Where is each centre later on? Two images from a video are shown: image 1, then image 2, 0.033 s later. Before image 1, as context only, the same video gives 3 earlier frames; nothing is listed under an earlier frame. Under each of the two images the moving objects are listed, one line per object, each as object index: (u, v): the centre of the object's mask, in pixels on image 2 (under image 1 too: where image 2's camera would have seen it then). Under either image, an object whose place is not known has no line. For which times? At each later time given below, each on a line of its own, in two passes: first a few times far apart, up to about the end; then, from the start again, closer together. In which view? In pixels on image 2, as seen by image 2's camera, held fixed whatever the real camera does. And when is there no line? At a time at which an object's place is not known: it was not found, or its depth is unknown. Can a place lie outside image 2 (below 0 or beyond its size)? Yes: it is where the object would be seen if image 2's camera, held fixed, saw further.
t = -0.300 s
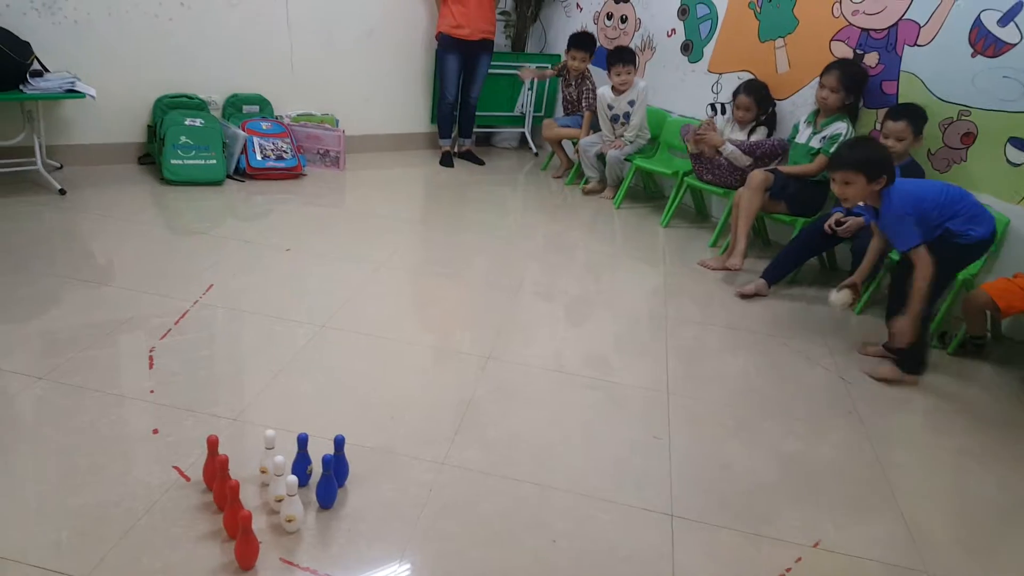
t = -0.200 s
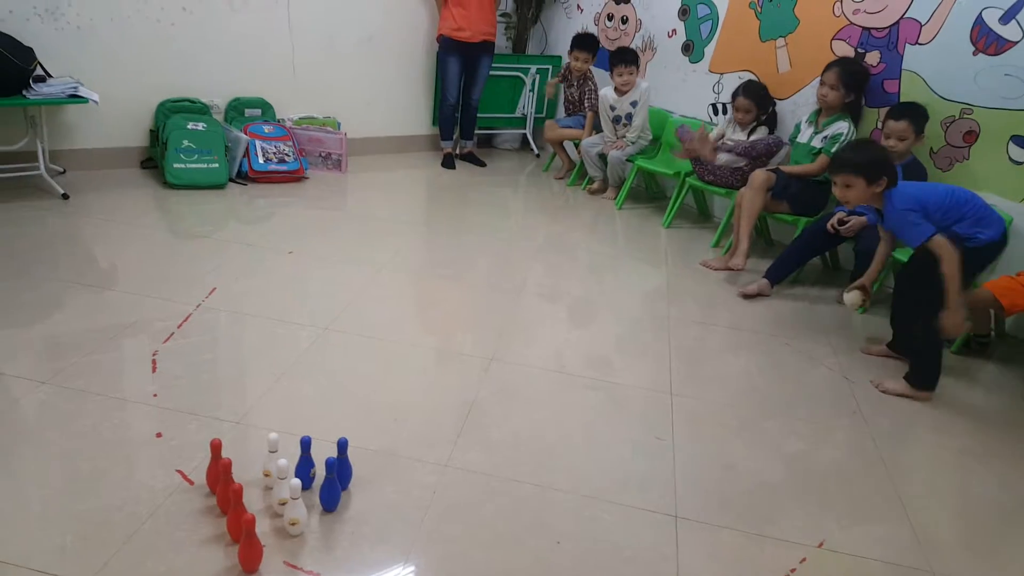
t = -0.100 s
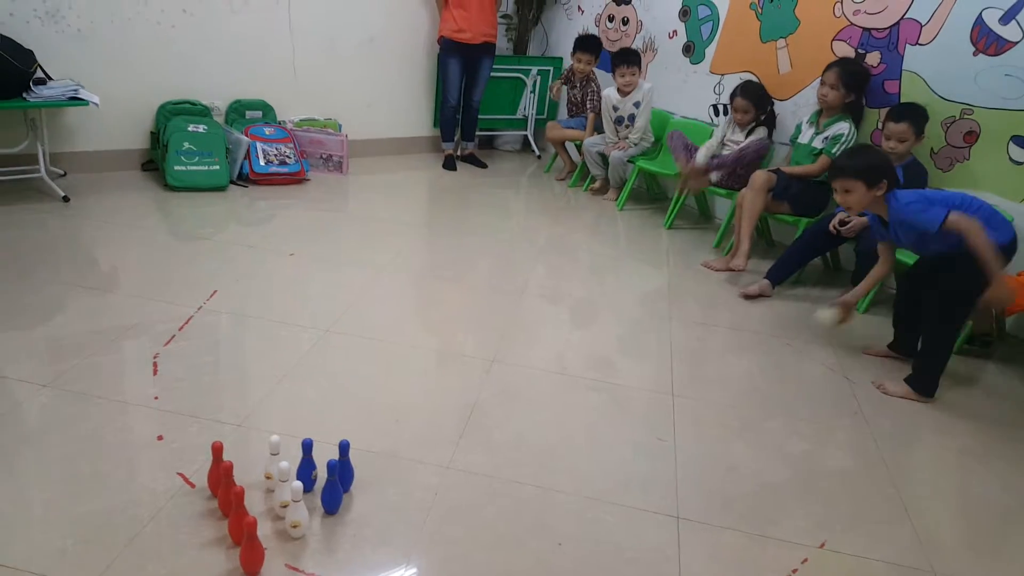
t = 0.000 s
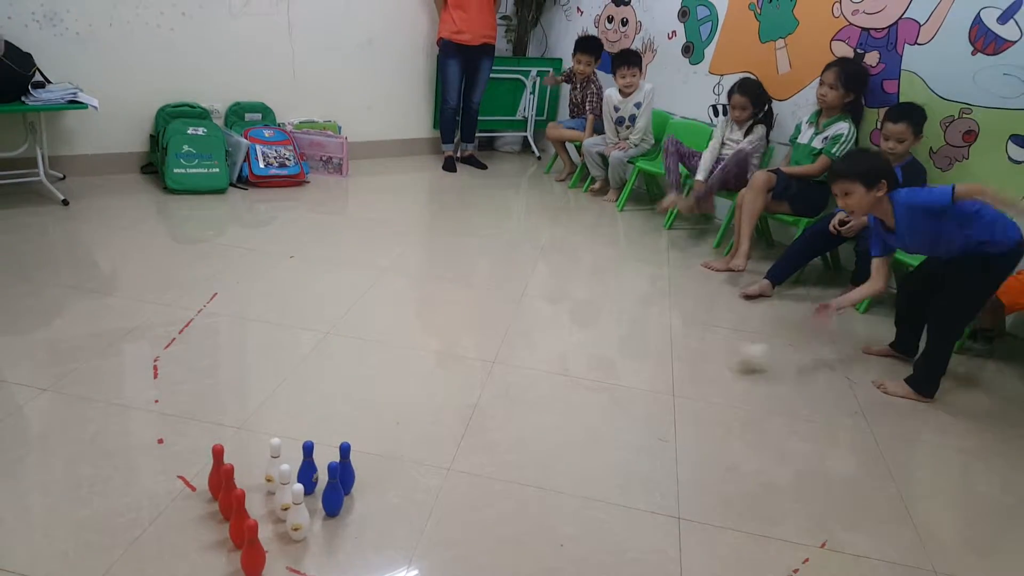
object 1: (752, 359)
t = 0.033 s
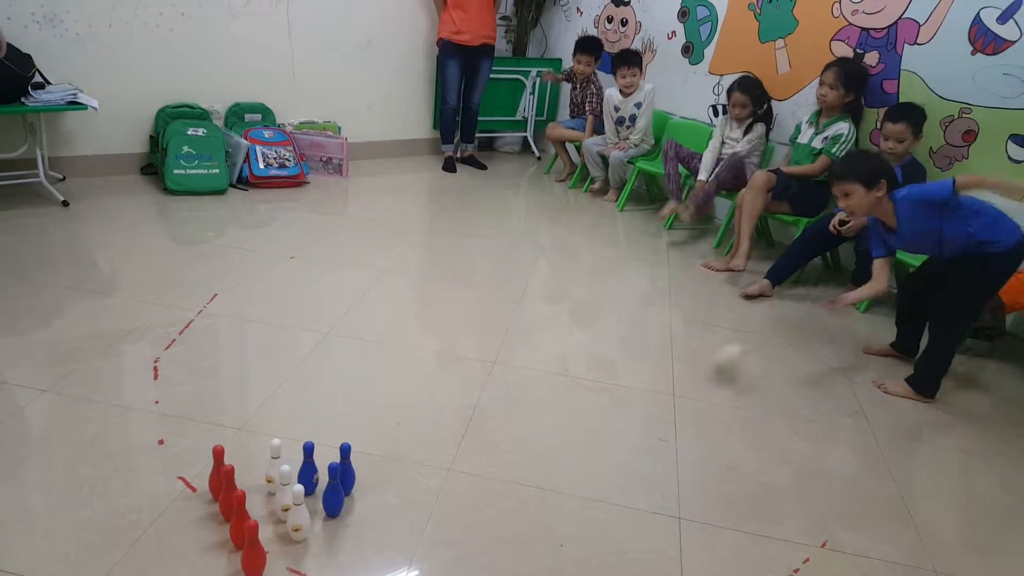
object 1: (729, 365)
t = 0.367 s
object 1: (414, 480)
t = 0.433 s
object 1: (336, 480)
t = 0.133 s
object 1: (648, 403)
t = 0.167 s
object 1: (626, 406)
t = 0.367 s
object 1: (414, 480)
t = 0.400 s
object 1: (374, 479)
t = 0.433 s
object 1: (336, 480)
